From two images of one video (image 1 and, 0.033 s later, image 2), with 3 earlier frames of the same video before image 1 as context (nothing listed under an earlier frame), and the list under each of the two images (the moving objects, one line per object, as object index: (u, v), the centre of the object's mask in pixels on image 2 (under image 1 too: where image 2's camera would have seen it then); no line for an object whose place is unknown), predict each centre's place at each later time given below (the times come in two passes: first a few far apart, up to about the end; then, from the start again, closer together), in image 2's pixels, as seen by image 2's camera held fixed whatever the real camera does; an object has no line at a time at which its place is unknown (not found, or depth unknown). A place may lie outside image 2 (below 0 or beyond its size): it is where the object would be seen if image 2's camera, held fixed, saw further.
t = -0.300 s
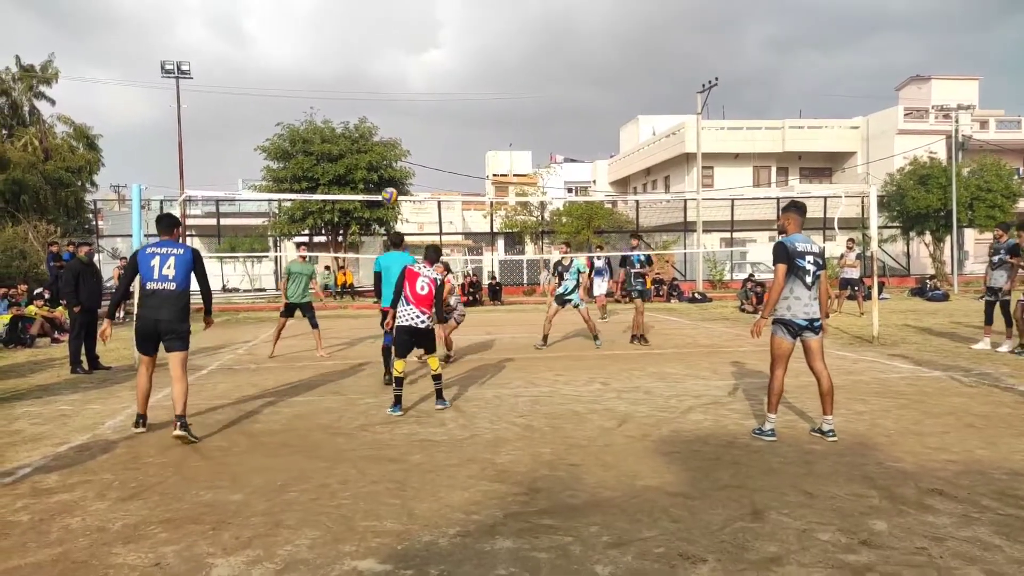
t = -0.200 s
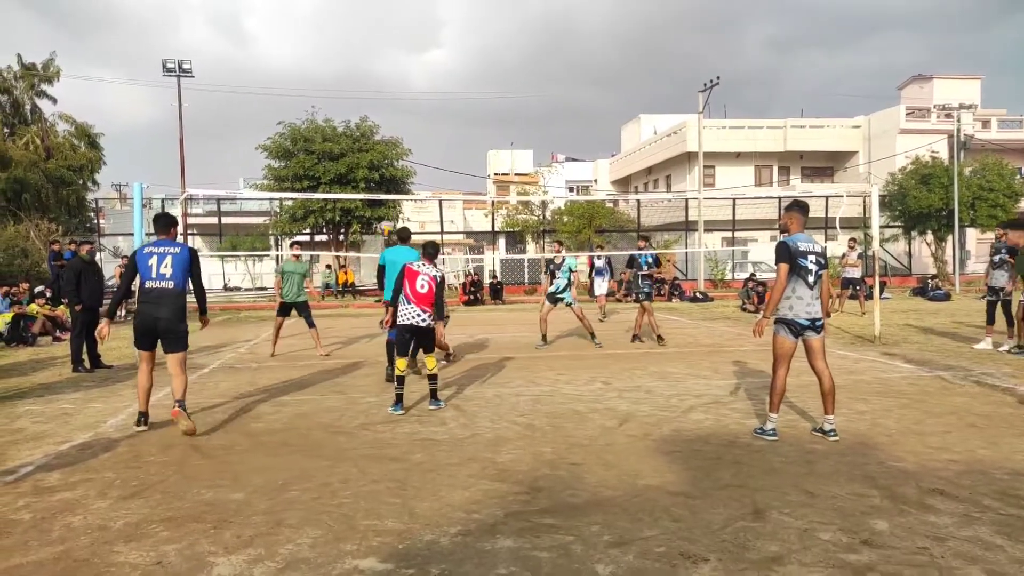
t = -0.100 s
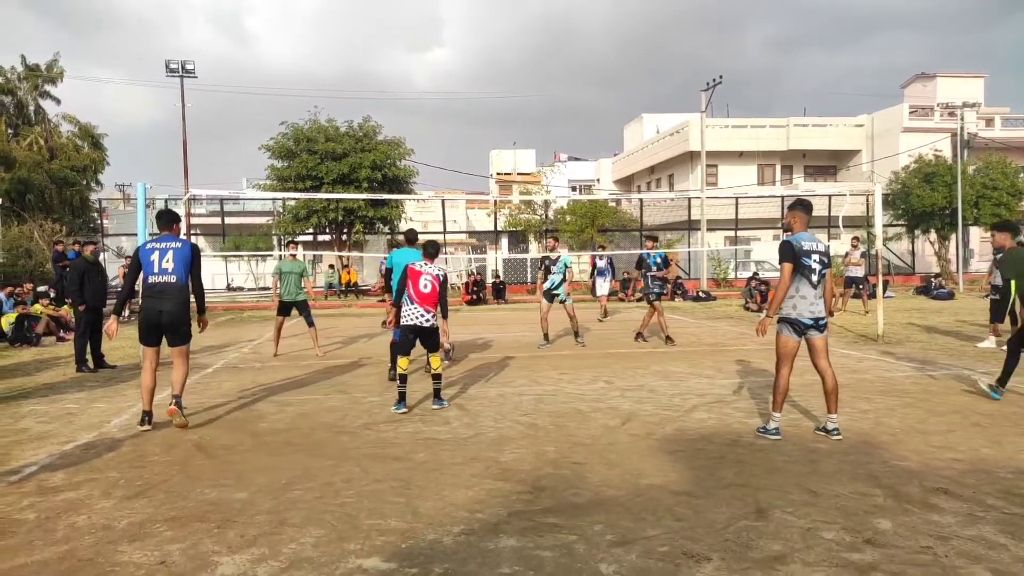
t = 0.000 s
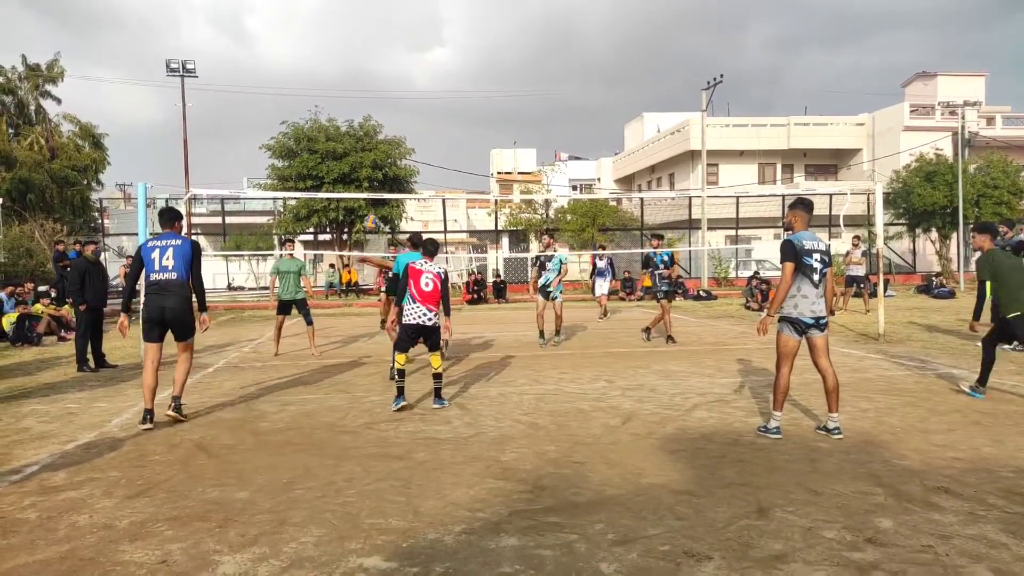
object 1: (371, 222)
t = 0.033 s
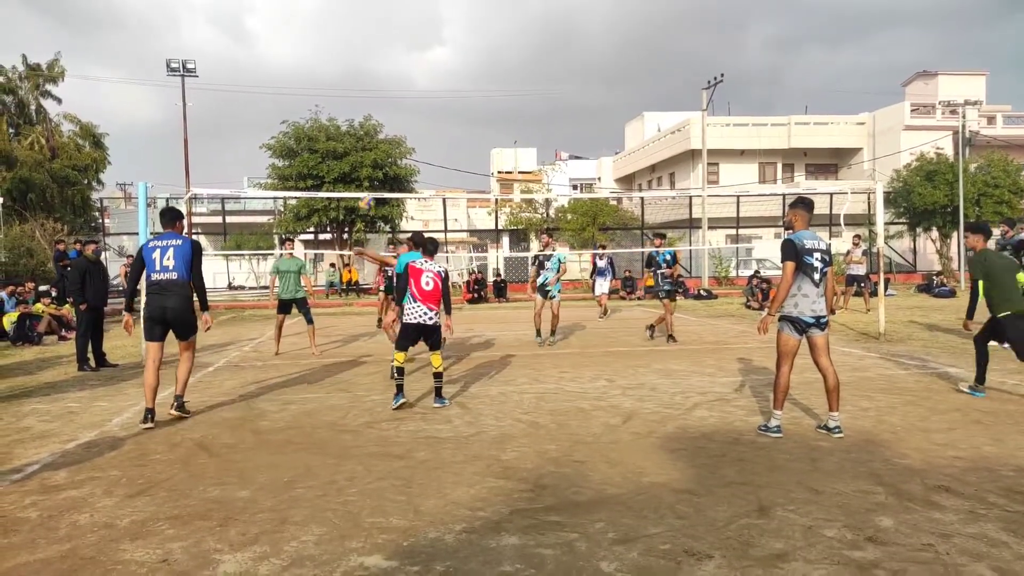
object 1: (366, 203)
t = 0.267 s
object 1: (331, 96)
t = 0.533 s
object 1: (290, 24)
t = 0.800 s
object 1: (248, 6)
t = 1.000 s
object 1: (218, 32)
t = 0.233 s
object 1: (336, 110)
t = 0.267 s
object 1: (331, 96)
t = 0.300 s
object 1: (326, 84)
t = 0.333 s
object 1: (321, 73)
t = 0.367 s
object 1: (316, 62)
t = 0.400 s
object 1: (310, 53)
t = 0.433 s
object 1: (305, 45)
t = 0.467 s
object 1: (300, 36)
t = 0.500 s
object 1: (295, 30)
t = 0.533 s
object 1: (290, 24)
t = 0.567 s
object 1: (284, 18)
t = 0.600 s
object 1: (279, 13)
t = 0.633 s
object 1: (274, 10)
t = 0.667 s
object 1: (269, 7)
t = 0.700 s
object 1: (264, 6)
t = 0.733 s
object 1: (258, 4)
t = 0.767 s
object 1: (253, 5)
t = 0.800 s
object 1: (248, 6)
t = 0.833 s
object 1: (243, 8)
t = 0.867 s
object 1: (238, 10)
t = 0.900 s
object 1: (233, 14)
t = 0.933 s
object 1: (228, 19)
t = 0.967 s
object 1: (223, 24)
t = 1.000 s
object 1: (218, 32)
